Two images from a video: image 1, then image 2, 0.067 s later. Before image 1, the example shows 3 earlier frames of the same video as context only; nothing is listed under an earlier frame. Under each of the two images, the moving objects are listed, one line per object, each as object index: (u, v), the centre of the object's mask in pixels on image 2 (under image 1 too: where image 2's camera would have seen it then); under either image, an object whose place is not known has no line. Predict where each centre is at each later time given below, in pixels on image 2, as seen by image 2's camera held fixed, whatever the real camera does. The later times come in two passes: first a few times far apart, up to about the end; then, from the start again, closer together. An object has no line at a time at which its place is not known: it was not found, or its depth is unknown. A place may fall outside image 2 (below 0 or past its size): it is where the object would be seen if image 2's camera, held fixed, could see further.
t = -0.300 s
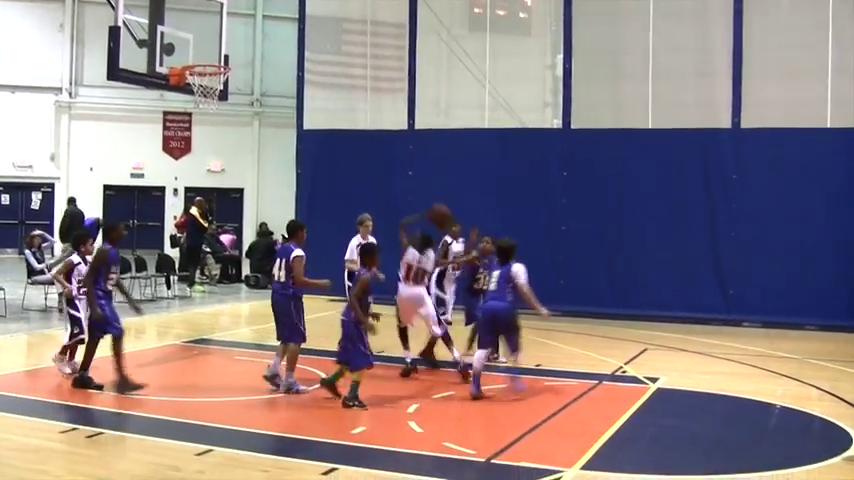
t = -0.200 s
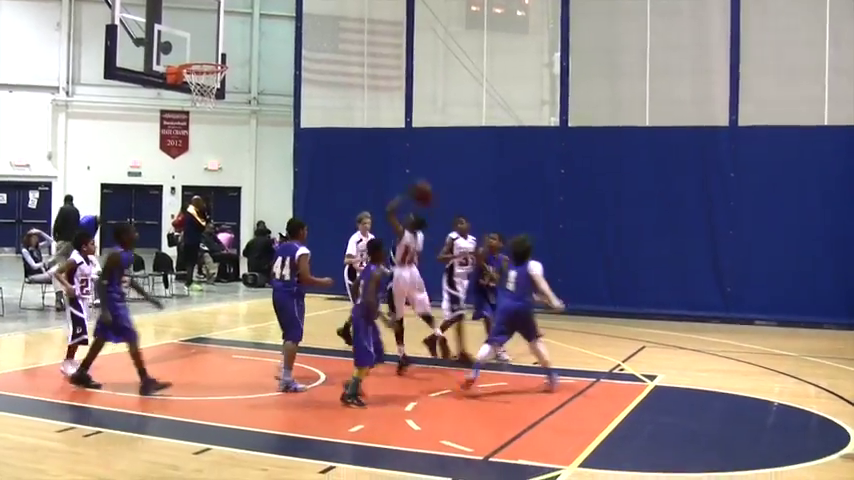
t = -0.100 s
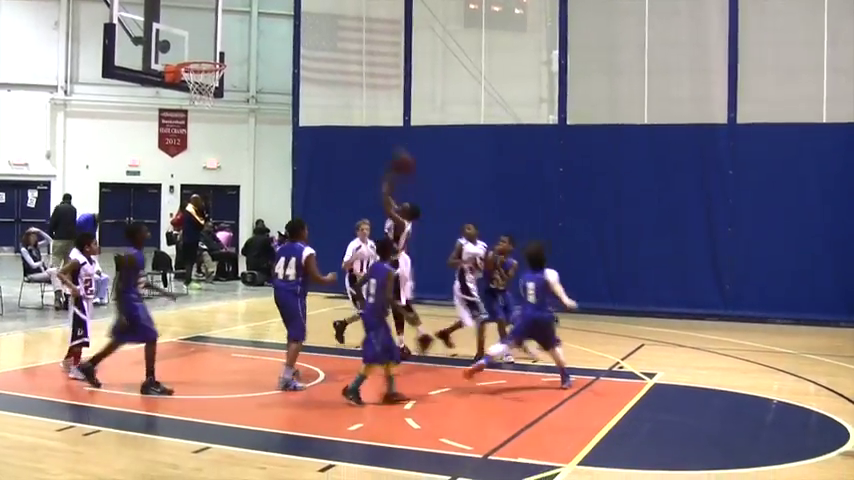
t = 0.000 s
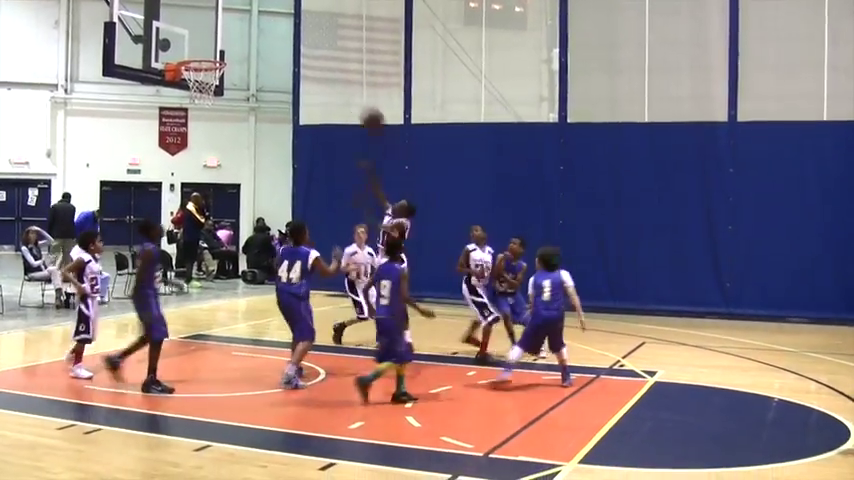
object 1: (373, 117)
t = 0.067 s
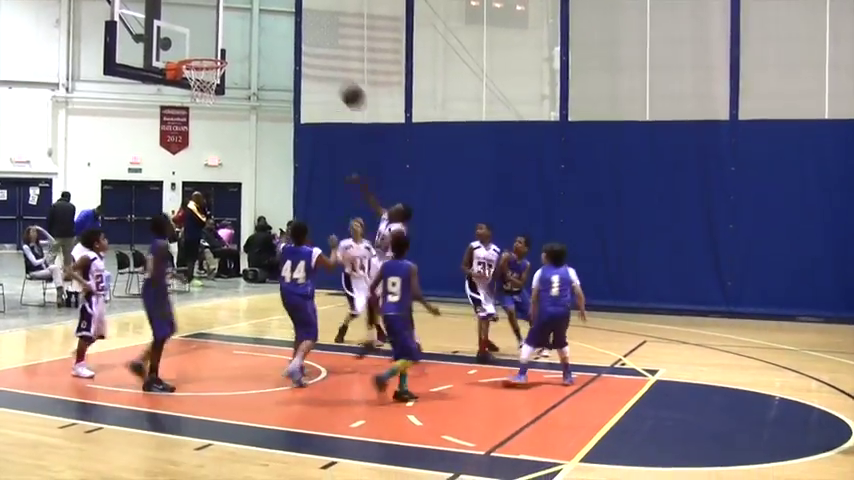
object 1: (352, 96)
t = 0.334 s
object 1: (268, 46)
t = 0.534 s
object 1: (203, 51)
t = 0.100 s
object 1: (341, 85)
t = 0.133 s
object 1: (330, 76)
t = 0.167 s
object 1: (320, 69)
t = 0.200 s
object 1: (310, 62)
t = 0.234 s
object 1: (299, 57)
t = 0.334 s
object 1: (268, 46)
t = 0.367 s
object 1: (256, 44)
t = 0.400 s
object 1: (246, 44)
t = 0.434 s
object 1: (235, 45)
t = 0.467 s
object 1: (224, 47)
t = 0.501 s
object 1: (214, 48)
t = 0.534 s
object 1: (203, 51)
